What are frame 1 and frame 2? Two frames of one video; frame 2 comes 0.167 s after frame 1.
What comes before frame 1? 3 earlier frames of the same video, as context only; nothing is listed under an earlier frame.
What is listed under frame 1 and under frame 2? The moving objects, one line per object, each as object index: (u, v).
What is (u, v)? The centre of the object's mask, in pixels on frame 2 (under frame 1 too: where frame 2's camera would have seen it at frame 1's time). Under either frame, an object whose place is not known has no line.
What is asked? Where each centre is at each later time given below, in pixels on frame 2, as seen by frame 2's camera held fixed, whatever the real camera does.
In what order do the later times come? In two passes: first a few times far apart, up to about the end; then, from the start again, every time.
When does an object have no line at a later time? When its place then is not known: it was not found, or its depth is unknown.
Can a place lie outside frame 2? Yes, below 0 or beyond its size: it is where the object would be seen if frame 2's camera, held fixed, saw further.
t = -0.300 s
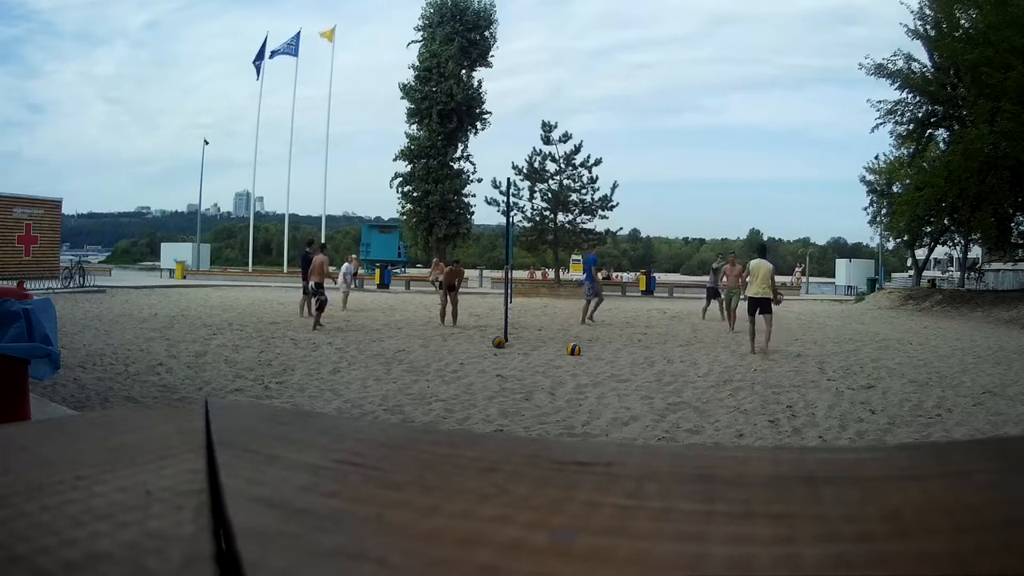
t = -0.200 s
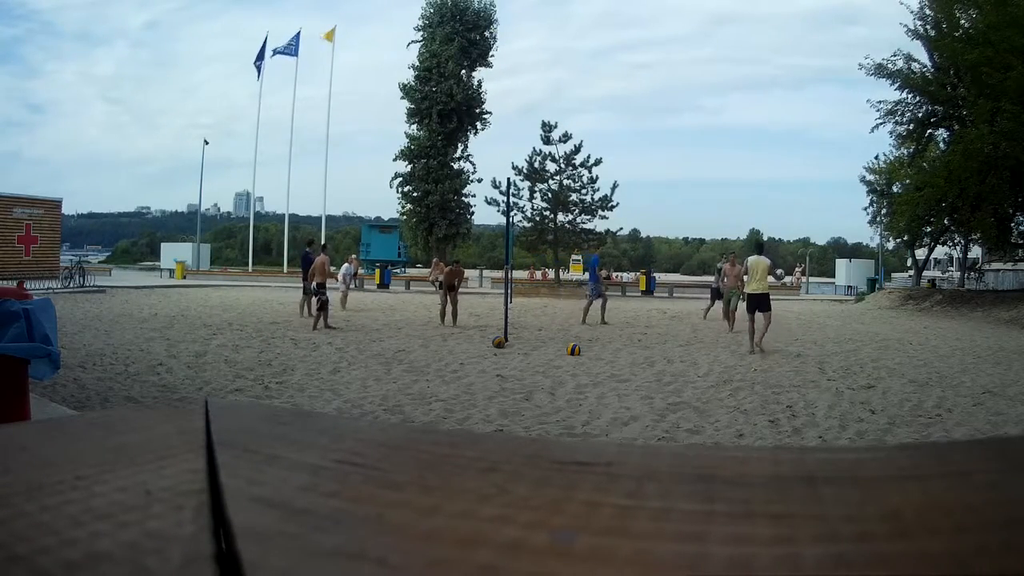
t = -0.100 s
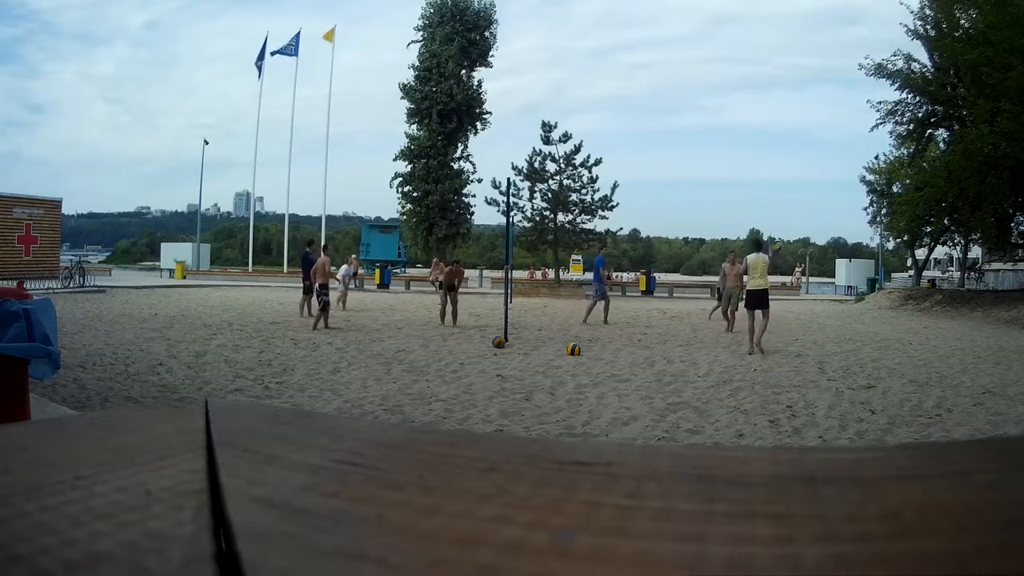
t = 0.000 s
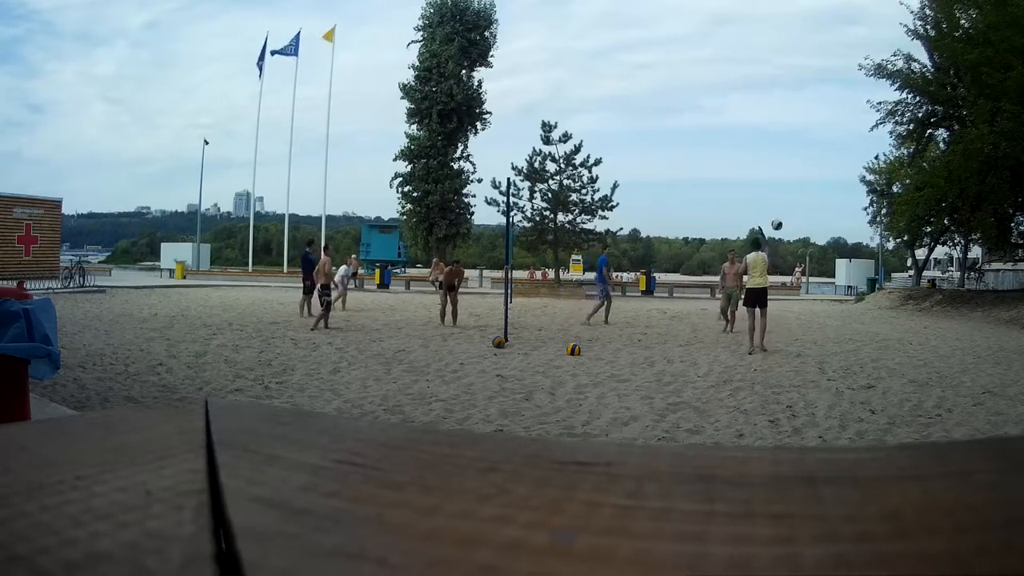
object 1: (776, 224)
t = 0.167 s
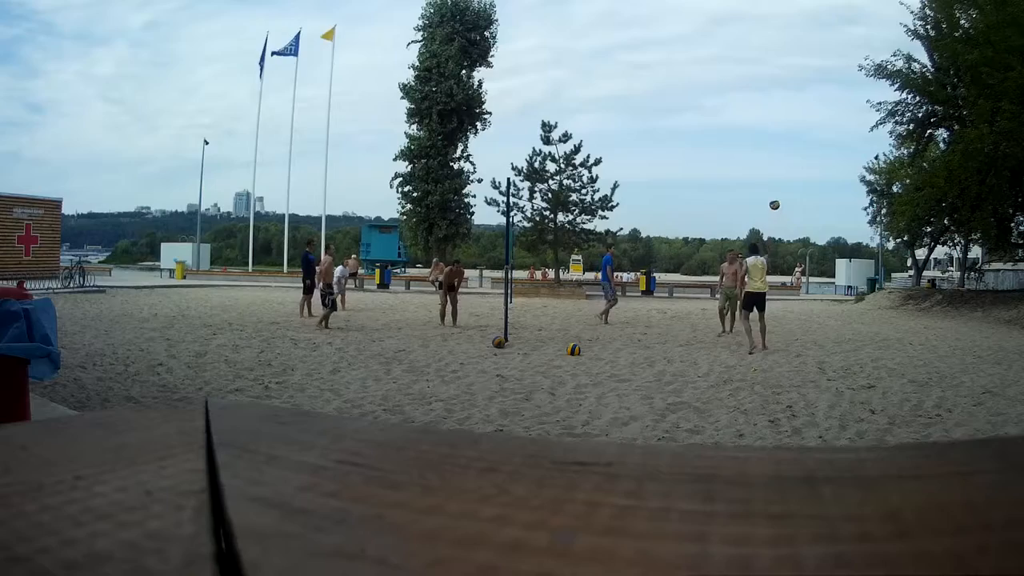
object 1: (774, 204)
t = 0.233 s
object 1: (774, 201)
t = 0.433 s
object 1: (771, 205)
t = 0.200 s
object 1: (773, 202)
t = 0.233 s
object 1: (774, 201)
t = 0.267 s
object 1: (773, 200)
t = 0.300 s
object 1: (772, 200)
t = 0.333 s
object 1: (772, 200)
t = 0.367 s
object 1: (771, 201)
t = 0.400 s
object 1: (771, 203)
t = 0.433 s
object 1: (771, 205)
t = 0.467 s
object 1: (770, 207)
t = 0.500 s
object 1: (770, 211)
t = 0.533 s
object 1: (769, 213)
